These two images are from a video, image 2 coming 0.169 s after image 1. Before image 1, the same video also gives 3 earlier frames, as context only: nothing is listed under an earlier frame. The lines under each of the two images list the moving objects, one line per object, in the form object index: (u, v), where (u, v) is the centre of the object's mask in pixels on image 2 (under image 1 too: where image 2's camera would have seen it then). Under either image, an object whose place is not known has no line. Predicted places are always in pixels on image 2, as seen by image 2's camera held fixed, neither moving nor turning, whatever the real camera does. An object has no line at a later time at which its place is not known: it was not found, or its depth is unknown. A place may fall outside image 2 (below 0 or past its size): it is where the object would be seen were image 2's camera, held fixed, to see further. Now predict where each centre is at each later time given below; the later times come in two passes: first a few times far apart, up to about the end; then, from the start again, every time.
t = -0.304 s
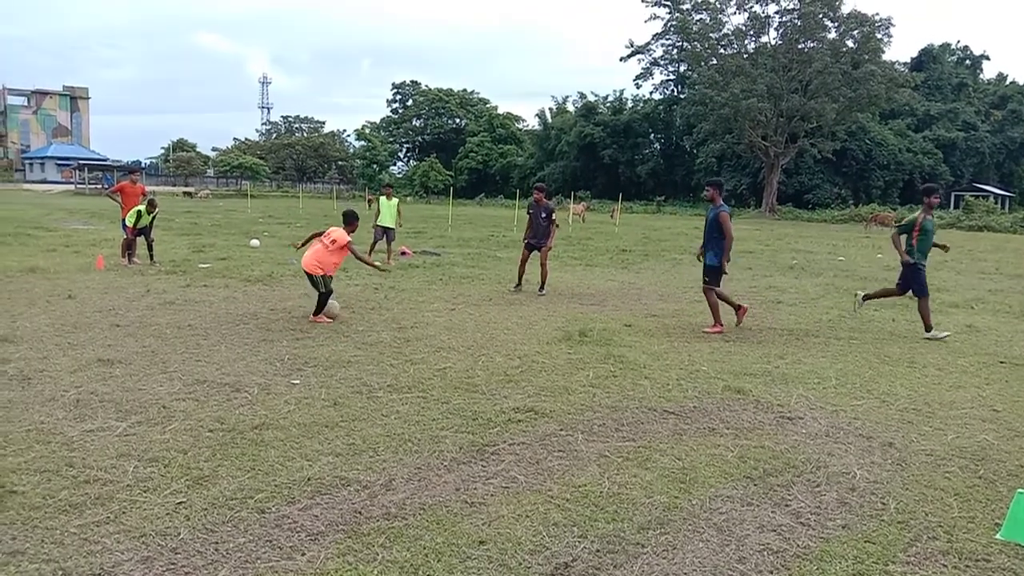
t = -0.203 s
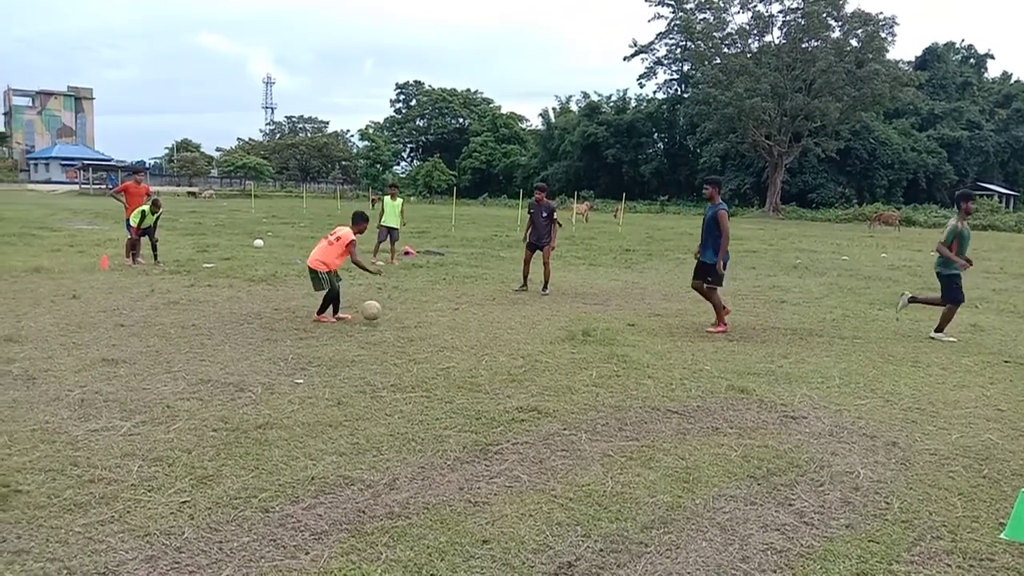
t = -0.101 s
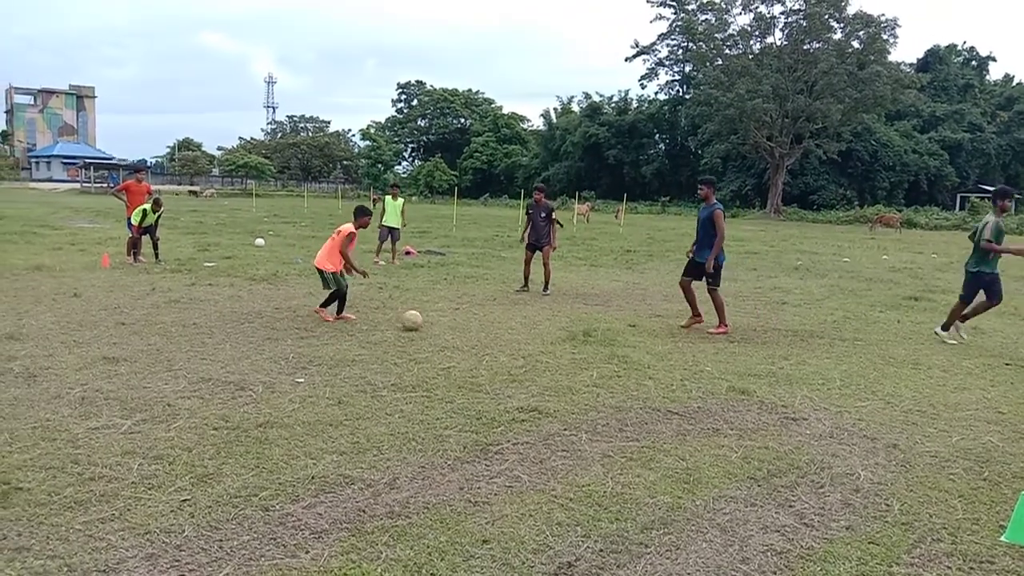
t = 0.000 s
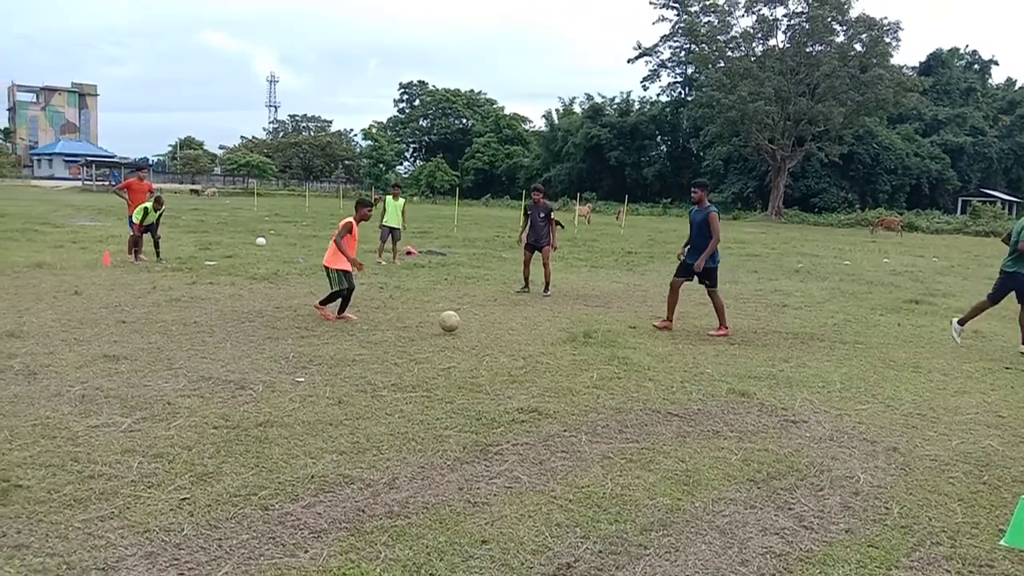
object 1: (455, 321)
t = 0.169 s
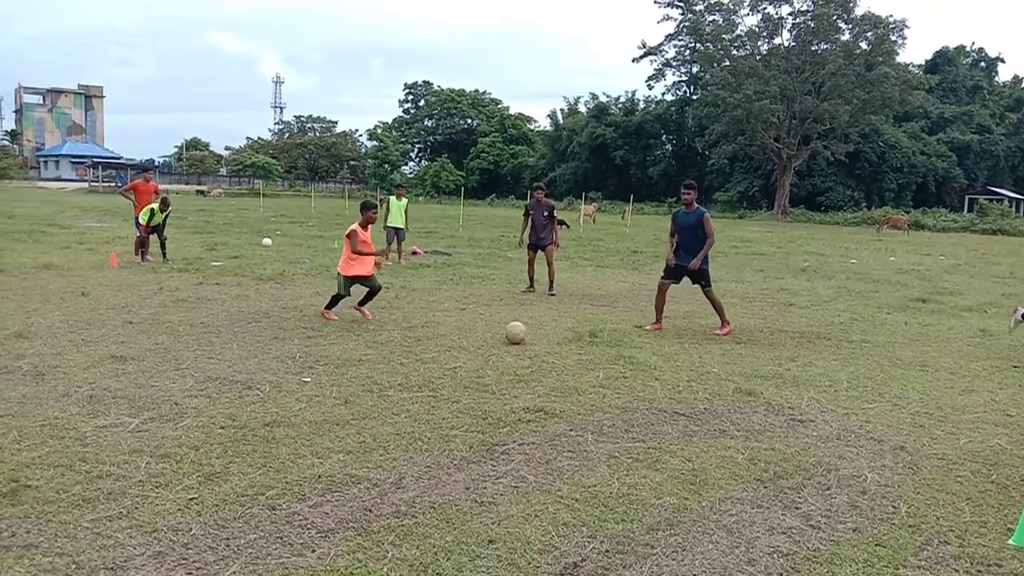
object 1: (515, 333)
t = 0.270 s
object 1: (552, 337)
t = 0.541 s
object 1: (658, 352)
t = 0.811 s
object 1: (779, 366)
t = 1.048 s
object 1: (890, 385)
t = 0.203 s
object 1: (528, 335)
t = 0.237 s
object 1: (541, 337)
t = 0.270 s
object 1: (552, 337)
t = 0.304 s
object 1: (564, 337)
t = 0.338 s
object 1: (577, 339)
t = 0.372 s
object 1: (590, 342)
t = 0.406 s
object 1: (603, 343)
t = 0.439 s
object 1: (616, 344)
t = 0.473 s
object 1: (630, 346)
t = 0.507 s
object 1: (644, 349)
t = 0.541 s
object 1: (658, 352)
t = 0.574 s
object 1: (672, 354)
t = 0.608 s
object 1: (688, 355)
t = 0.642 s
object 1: (703, 358)
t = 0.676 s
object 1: (717, 359)
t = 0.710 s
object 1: (731, 358)
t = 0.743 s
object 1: (747, 359)
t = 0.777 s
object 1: (764, 361)
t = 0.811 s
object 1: (779, 366)
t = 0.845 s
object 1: (794, 370)
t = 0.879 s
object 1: (810, 372)
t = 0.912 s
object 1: (825, 374)
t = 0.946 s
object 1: (841, 377)
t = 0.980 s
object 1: (857, 380)
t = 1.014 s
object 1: (874, 382)
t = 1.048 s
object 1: (890, 385)
